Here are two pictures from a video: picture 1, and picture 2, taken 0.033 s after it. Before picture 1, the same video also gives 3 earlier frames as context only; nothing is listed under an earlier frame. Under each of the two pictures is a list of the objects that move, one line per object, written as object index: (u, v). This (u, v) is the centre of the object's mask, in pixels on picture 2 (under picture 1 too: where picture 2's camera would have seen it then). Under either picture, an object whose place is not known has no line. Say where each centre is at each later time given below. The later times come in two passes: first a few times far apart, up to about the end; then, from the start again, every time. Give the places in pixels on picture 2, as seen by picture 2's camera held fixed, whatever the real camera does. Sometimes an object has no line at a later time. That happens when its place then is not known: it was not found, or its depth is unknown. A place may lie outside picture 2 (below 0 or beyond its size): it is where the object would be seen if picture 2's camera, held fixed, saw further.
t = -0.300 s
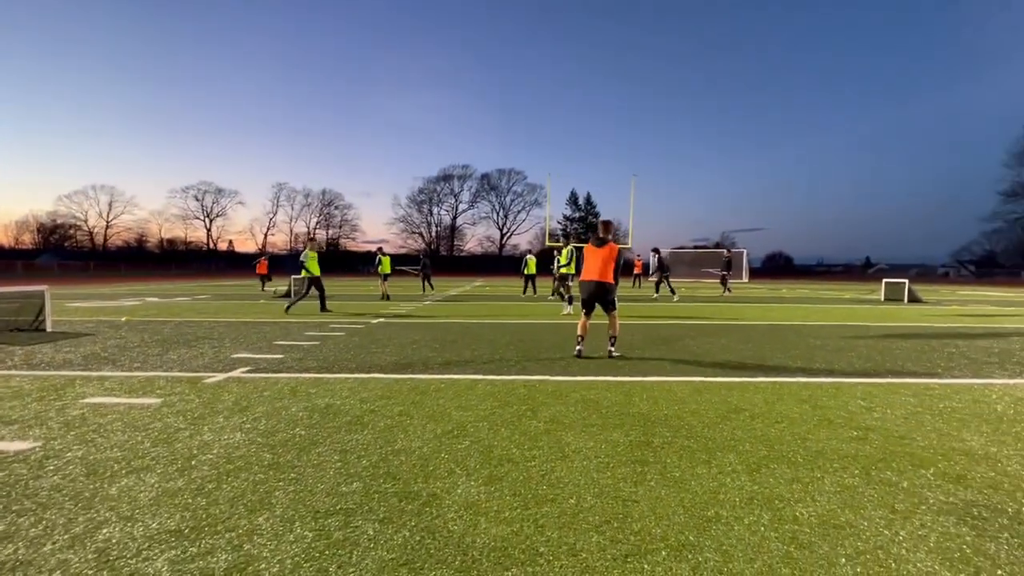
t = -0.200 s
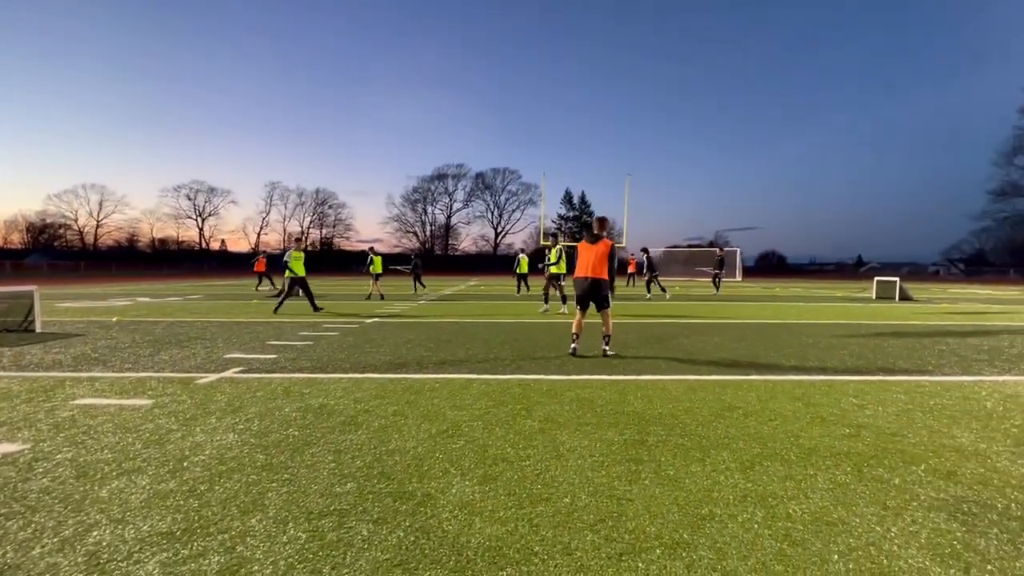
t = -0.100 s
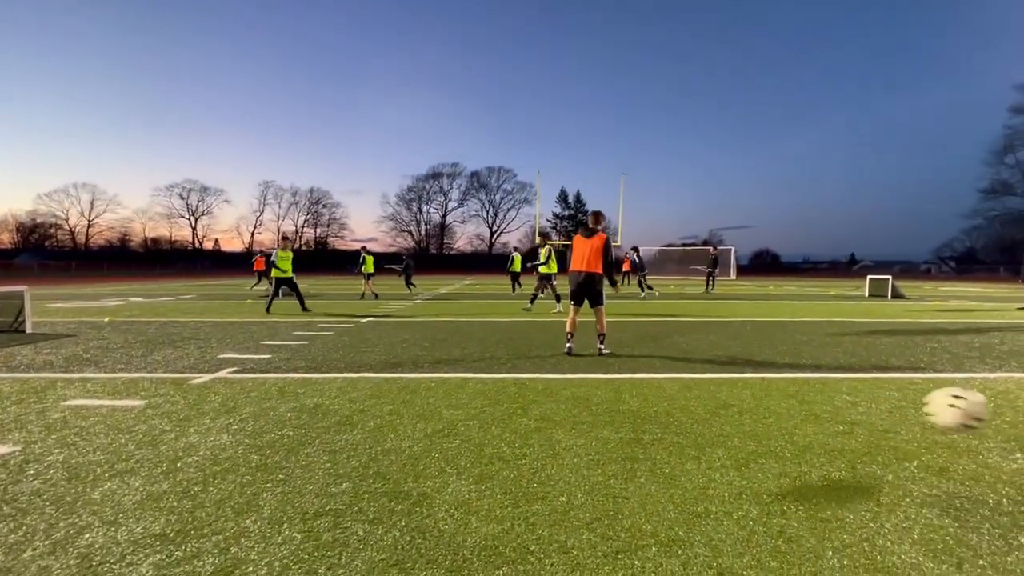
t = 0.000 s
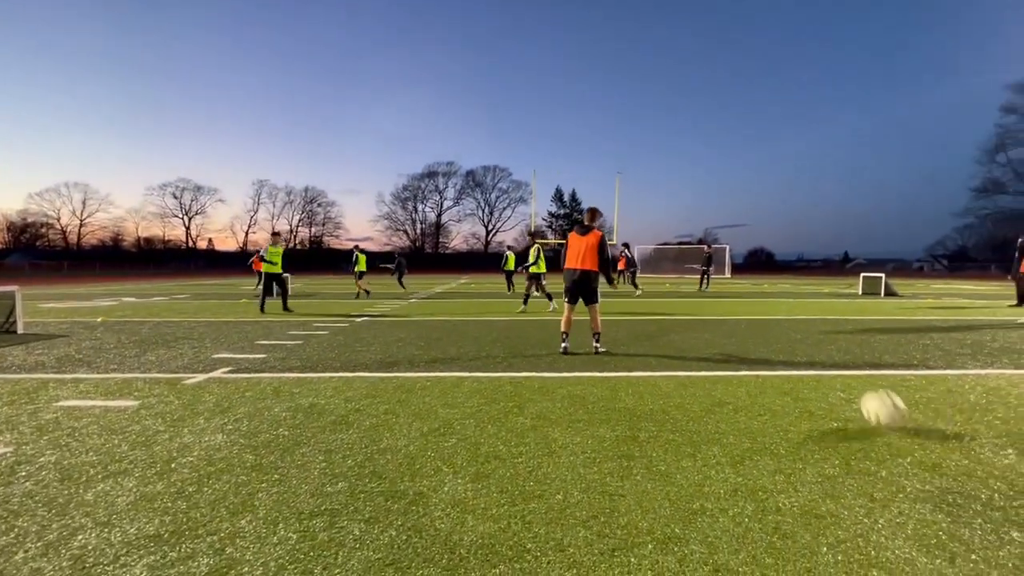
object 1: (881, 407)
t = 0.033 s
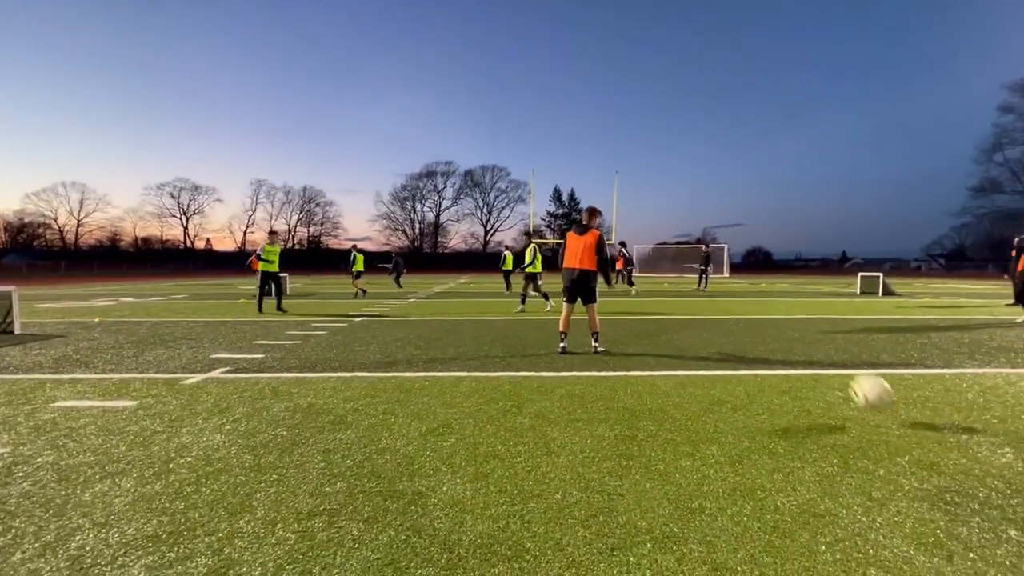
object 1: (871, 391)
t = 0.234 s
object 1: (822, 344)
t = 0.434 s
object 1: (791, 354)
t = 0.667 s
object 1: (766, 331)
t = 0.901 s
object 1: (747, 327)
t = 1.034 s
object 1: (738, 324)
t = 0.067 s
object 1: (861, 379)
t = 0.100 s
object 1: (852, 367)
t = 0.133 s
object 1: (843, 359)
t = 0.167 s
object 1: (836, 352)
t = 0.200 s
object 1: (829, 347)
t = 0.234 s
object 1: (822, 344)
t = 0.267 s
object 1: (816, 343)
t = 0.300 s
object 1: (810, 342)
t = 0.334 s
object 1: (804, 343)
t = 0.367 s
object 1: (800, 346)
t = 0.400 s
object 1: (795, 350)
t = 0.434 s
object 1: (791, 354)
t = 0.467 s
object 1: (786, 356)
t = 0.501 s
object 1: (782, 349)
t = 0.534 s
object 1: (778, 342)
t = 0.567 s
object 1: (775, 337)
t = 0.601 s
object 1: (772, 333)
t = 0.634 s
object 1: (768, 331)
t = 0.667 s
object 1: (766, 331)
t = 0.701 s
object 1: (761, 330)
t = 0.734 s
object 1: (759, 330)
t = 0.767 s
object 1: (756, 332)
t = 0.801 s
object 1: (753, 334)
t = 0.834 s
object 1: (751, 335)
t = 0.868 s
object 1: (749, 331)
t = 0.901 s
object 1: (747, 327)
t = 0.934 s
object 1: (744, 326)
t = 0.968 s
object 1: (742, 325)
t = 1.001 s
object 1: (740, 324)
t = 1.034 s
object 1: (738, 324)
